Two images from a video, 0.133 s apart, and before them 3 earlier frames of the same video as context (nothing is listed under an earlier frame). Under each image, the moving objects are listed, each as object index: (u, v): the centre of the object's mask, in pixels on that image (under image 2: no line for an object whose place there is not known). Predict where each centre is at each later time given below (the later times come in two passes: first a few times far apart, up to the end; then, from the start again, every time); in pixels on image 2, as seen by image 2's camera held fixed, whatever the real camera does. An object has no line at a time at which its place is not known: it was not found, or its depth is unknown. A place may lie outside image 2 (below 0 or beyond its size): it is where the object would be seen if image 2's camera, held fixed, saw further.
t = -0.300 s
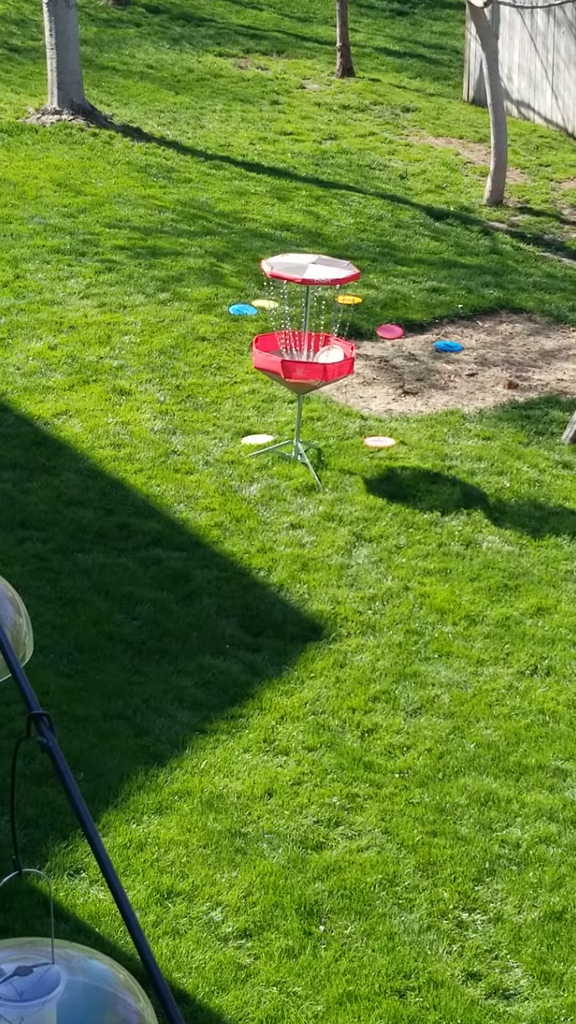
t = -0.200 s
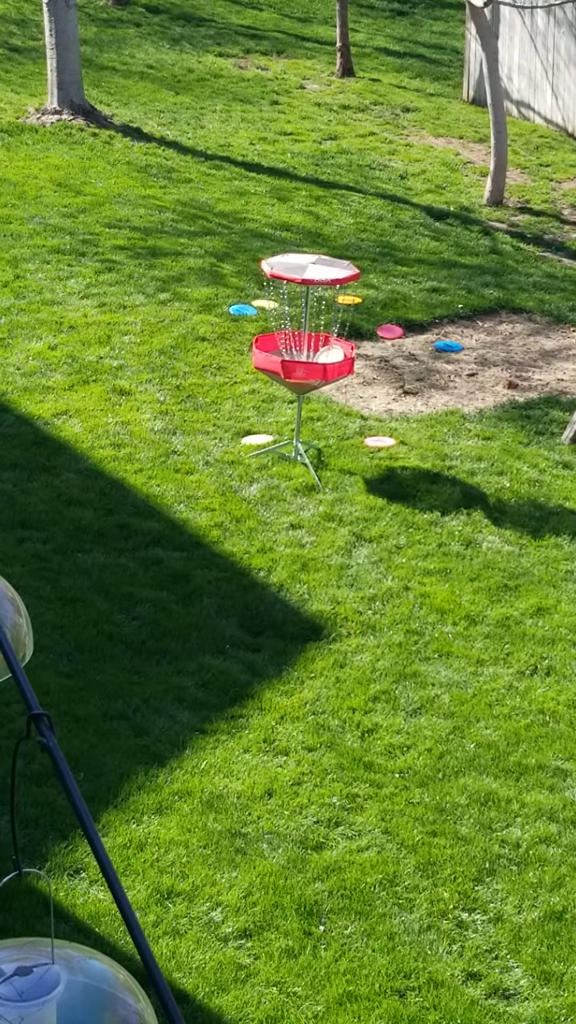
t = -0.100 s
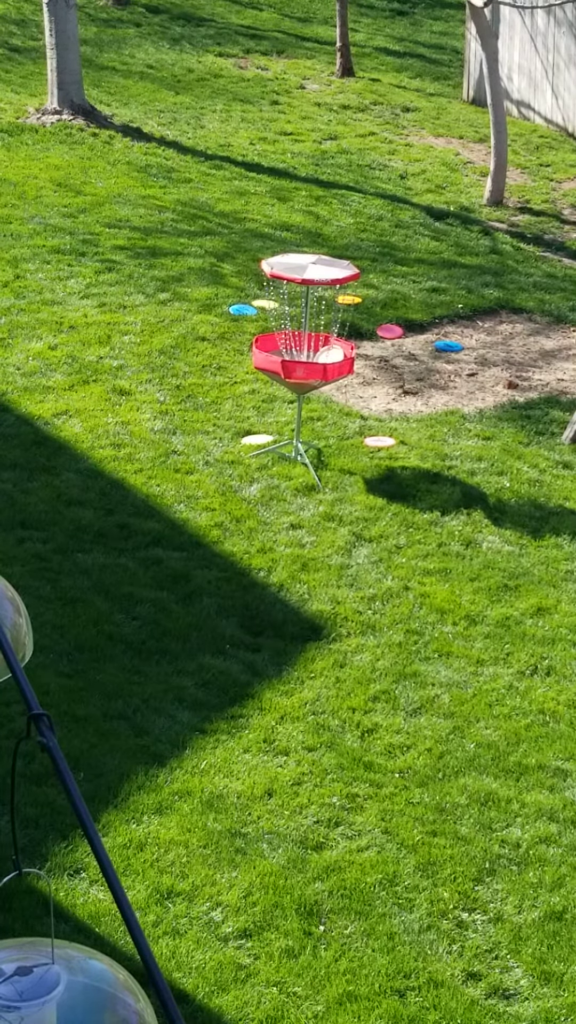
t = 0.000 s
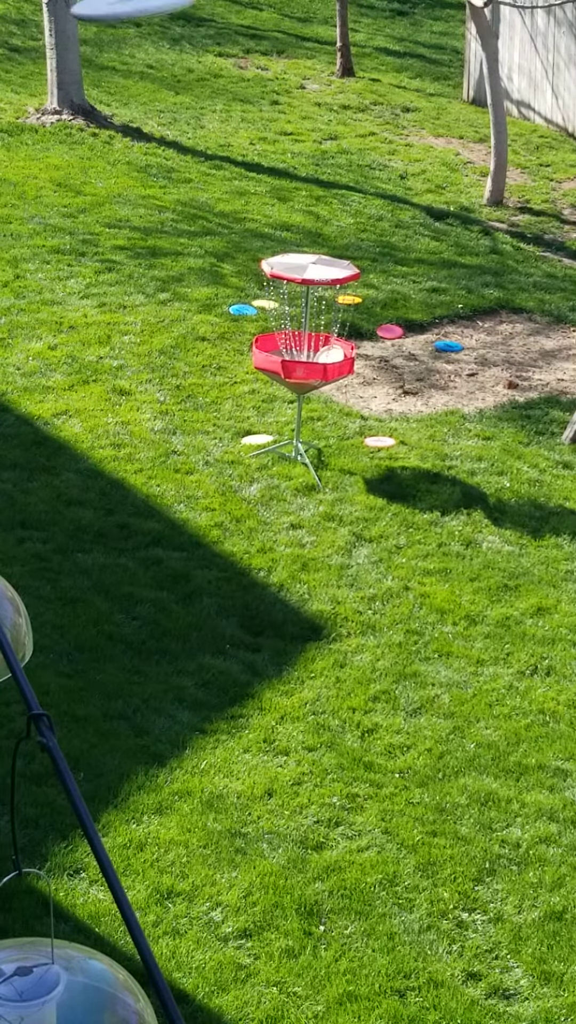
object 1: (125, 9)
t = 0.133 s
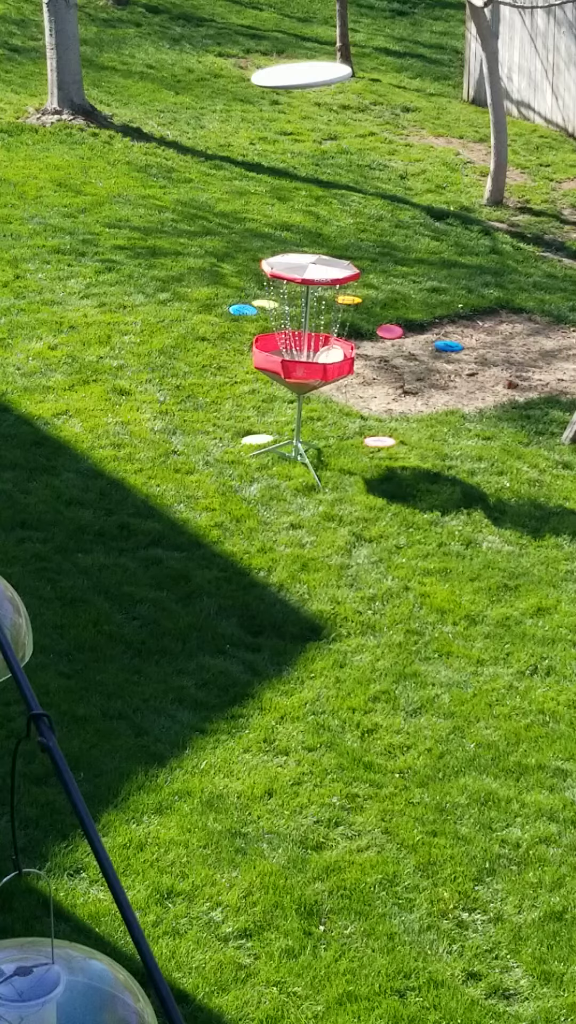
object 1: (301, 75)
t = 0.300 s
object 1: (418, 154)
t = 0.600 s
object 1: (501, 262)
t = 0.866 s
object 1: (503, 341)
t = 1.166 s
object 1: (453, 416)
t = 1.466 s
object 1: (420, 443)
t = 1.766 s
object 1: (423, 450)
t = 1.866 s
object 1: (423, 450)
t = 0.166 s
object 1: (331, 92)
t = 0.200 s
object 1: (357, 108)
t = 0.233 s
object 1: (380, 124)
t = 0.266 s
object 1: (400, 139)
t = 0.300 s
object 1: (418, 154)
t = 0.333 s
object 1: (434, 168)
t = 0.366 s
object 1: (447, 181)
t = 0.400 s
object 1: (459, 194)
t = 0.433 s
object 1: (469, 206)
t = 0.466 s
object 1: (478, 218)
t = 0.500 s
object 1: (486, 229)
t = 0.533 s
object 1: (492, 240)
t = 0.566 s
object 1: (497, 251)
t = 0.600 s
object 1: (501, 262)
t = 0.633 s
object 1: (505, 272)
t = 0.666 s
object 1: (507, 283)
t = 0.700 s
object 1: (508, 294)
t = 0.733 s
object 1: (509, 304)
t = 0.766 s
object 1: (509, 314)
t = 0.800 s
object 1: (508, 323)
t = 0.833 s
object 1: (506, 332)
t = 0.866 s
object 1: (503, 341)
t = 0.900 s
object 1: (500, 350)
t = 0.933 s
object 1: (496, 359)
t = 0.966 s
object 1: (492, 367)
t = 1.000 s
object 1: (486, 375)
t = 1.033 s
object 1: (481, 383)
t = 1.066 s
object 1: (474, 392)
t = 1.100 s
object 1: (468, 400)
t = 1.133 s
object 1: (461, 408)
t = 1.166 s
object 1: (453, 416)
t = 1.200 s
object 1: (445, 425)
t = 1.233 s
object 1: (437, 433)
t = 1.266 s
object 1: (427, 441)
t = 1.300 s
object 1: (419, 449)
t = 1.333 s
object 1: (416, 451)
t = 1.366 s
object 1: (416, 448)
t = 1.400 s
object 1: (417, 444)
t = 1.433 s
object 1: (418, 443)
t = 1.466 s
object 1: (420, 443)
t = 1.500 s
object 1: (421, 444)
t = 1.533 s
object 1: (422, 446)
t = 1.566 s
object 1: (423, 449)
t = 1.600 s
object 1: (423, 451)
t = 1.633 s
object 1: (424, 451)
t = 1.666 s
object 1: (423, 450)
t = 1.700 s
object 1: (423, 450)
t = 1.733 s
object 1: (423, 450)
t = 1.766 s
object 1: (423, 450)
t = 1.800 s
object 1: (423, 450)
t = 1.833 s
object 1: (423, 450)
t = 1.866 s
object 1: (423, 450)
